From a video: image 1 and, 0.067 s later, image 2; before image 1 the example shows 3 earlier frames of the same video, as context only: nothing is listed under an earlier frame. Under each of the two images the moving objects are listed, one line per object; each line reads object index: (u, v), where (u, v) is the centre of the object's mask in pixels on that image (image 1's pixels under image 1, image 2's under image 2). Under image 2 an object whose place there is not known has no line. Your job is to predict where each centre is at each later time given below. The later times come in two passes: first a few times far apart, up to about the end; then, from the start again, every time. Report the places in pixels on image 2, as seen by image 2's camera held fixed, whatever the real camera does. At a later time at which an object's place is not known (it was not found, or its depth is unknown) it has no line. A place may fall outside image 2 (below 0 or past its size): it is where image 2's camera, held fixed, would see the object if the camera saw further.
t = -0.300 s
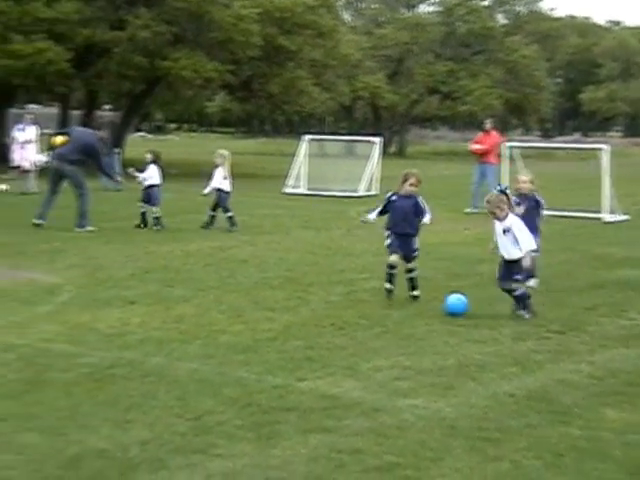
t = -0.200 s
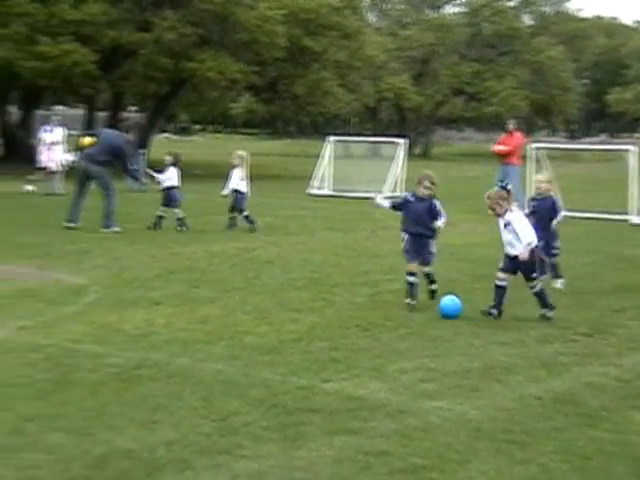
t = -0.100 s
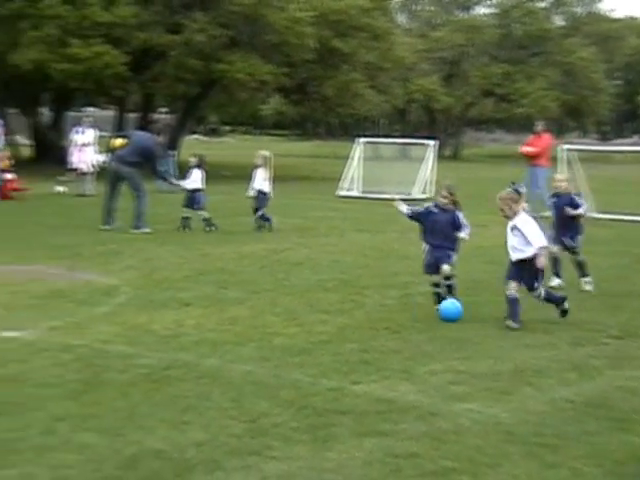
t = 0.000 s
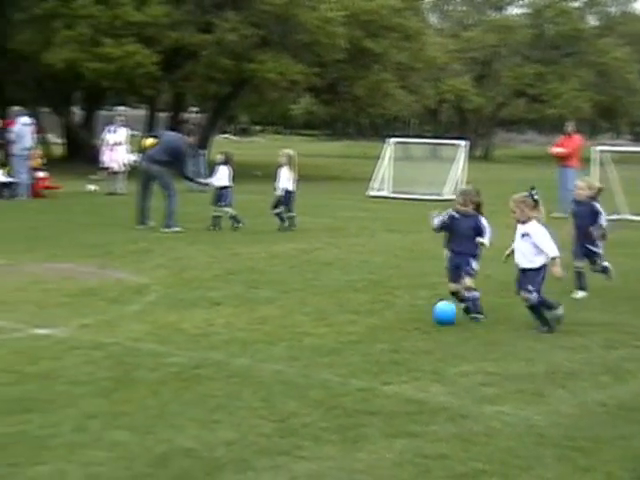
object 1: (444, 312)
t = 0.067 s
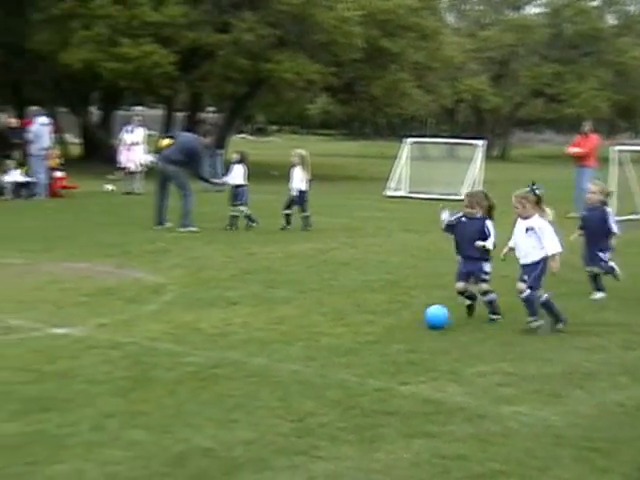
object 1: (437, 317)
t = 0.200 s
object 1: (391, 316)
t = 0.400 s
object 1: (326, 320)
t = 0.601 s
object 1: (262, 323)
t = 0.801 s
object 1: (200, 325)
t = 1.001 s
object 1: (139, 327)
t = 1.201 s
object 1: (80, 332)
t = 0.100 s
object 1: (424, 318)
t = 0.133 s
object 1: (413, 316)
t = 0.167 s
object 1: (402, 315)
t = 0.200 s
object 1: (391, 316)
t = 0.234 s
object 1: (380, 317)
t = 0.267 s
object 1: (370, 319)
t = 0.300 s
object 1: (358, 320)
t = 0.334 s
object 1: (347, 319)
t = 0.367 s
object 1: (337, 318)
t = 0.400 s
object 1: (326, 320)
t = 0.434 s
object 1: (315, 322)
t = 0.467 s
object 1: (305, 323)
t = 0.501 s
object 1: (293, 322)
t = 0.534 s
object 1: (283, 321)
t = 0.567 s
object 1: (273, 322)
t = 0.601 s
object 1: (262, 323)
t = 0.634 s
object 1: (252, 324)
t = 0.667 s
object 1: (241, 323)
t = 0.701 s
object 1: (231, 323)
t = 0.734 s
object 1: (221, 324)
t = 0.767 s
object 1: (210, 325)
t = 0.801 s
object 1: (200, 325)
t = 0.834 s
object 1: (189, 325)
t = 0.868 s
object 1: (179, 325)
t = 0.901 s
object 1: (169, 326)
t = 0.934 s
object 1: (159, 326)
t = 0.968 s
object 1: (148, 326)
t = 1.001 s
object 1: (139, 327)
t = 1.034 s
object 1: (128, 328)
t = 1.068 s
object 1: (118, 328)
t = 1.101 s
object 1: (108, 328)
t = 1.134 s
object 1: (99, 329)
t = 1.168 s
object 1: (89, 330)
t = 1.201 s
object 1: (80, 332)
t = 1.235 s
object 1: (70, 332)
